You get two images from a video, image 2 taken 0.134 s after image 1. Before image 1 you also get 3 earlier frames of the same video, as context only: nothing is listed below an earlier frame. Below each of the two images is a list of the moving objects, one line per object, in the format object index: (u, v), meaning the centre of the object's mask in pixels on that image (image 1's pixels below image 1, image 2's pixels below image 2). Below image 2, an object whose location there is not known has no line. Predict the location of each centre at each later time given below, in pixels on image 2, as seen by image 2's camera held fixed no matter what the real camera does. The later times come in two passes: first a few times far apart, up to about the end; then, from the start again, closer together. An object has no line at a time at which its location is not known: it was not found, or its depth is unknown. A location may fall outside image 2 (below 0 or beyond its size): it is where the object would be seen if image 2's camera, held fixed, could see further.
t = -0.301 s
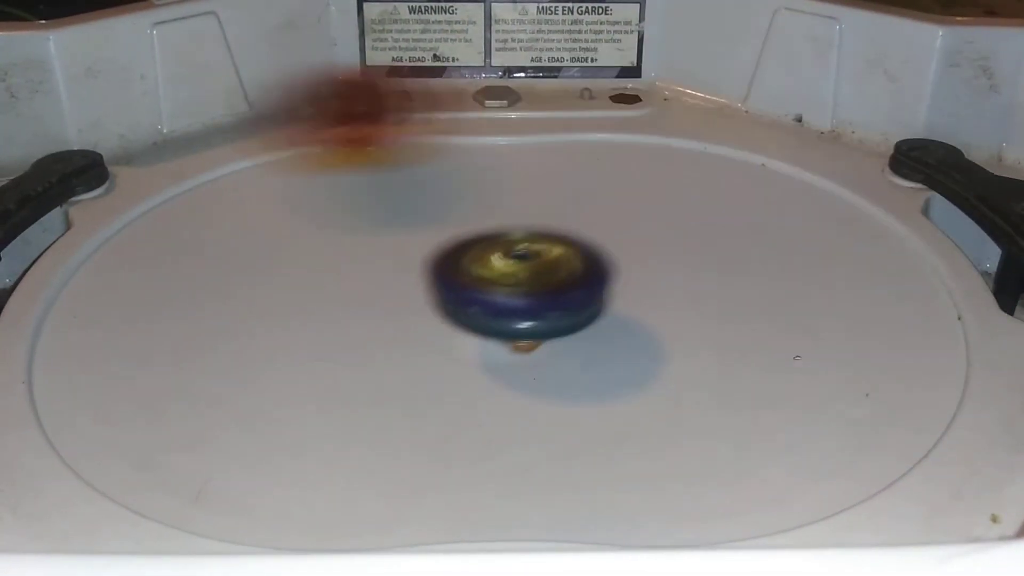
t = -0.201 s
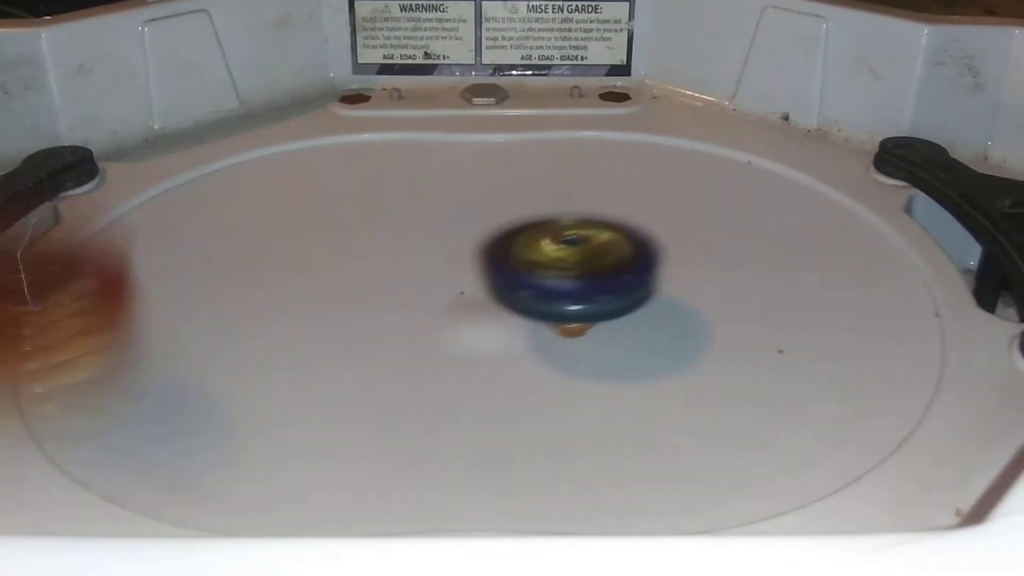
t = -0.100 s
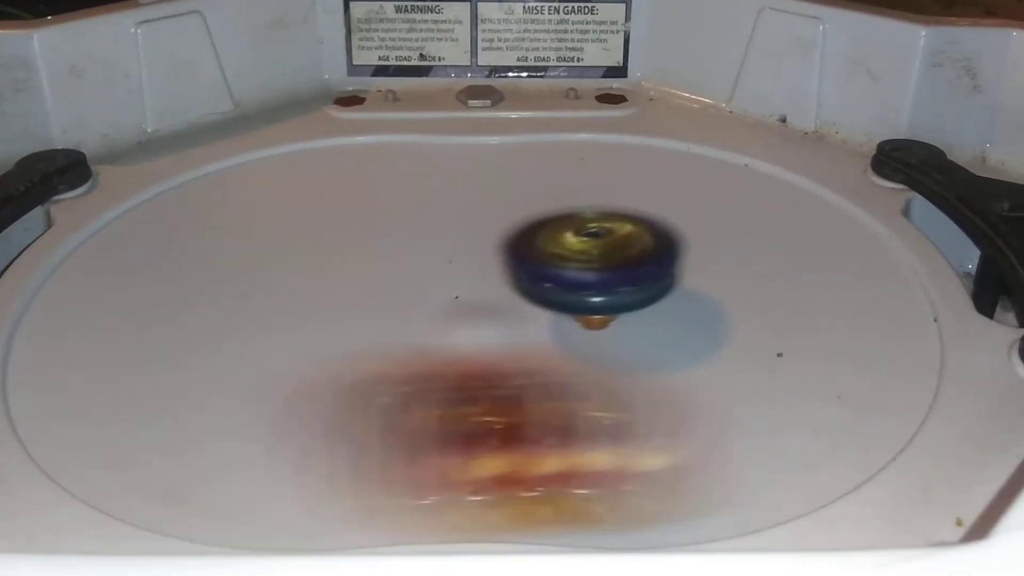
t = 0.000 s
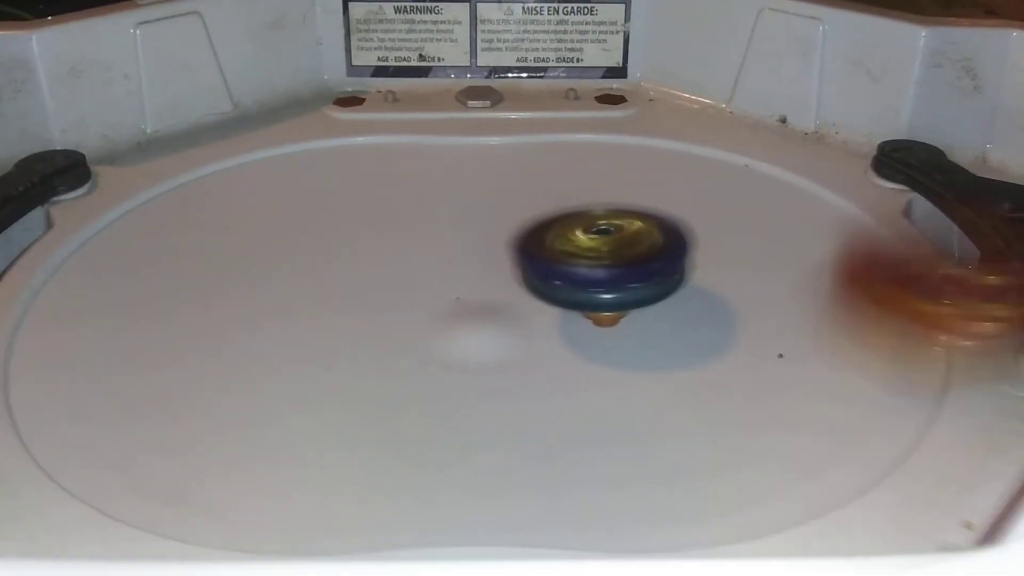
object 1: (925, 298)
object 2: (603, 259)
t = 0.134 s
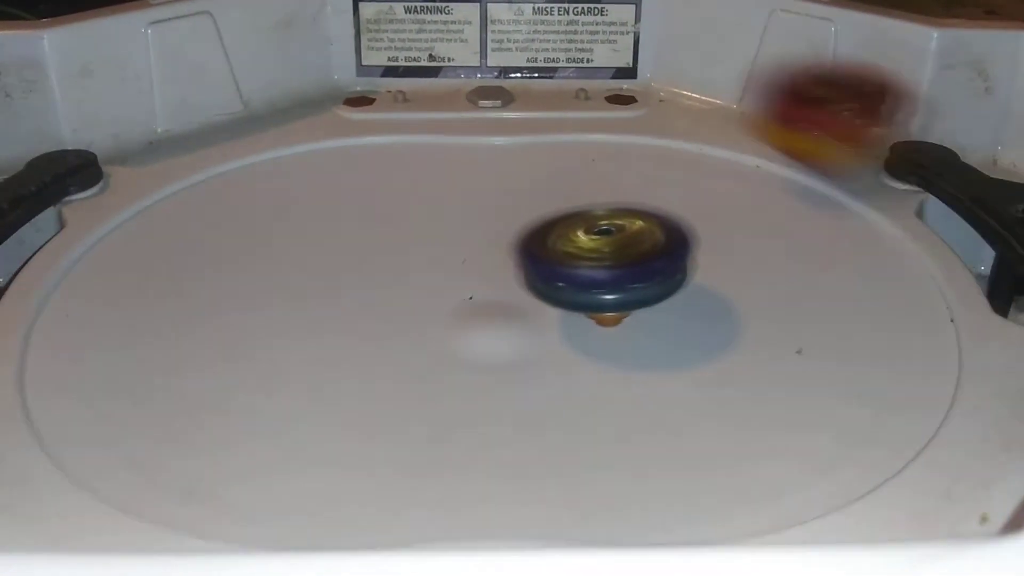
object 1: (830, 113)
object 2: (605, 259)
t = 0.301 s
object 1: (442, 105)
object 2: (591, 258)
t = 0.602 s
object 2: (569, 246)
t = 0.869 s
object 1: (894, 407)
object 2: (542, 237)
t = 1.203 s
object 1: (588, 103)
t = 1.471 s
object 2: (526, 244)
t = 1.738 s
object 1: (628, 434)
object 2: (474, 240)
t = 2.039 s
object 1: (720, 102)
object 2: (462, 242)
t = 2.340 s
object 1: (69, 237)
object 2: (446, 250)
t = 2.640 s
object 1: (853, 336)
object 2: (430, 271)
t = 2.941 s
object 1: (523, 104)
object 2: (445, 290)
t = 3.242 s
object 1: (228, 340)
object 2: (471, 298)
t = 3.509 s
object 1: (933, 297)
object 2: (506, 297)
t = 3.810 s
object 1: (516, 99)
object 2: (543, 288)
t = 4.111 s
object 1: (119, 383)
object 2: (571, 273)
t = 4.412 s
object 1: (849, 323)
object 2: (581, 260)
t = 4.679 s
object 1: (600, 137)
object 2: (571, 252)
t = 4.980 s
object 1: (137, 310)
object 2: (549, 243)
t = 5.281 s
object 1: (799, 382)
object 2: (529, 243)
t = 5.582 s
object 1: (650, 112)
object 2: (496, 242)
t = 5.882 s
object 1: (171, 208)
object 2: (454, 245)
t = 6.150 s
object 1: (522, 439)
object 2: (446, 251)
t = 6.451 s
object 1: (884, 187)
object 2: (432, 272)
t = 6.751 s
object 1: (433, 123)
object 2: (448, 291)
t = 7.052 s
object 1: (133, 381)
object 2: (479, 297)
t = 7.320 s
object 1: (764, 366)
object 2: (522, 293)
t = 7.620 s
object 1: (617, 126)
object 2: (546, 282)
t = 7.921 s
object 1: (200, 224)
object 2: (552, 270)
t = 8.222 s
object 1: (646, 416)
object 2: (550, 257)
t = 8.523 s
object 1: (806, 166)
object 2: (532, 246)
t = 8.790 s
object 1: (425, 140)
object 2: (518, 243)
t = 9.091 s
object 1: (209, 383)
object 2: (496, 242)
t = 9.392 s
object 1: (833, 353)
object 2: (452, 245)
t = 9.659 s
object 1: (689, 146)
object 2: (446, 251)
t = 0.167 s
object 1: (763, 96)
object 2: (601, 261)
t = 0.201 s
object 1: (695, 100)
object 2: (599, 261)
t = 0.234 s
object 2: (596, 260)
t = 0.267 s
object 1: (520, 97)
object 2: (593, 258)
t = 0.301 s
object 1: (442, 105)
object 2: (591, 258)
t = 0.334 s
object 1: (338, 115)
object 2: (587, 256)
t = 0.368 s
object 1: (247, 124)
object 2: (584, 255)
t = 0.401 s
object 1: (153, 139)
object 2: (582, 254)
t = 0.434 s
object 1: (70, 173)
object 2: (580, 253)
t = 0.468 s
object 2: (577, 252)
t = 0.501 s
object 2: (577, 250)
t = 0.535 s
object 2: (575, 248)
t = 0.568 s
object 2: (573, 246)
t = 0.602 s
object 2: (569, 246)
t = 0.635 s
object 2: (564, 244)
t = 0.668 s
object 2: (560, 244)
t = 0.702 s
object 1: (416, 459)
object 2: (556, 244)
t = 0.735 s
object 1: (533, 455)
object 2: (552, 244)
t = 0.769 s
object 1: (641, 452)
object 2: (549, 242)
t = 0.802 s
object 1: (739, 446)
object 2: (546, 241)
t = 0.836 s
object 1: (825, 435)
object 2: (544, 240)
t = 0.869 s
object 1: (894, 407)
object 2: (542, 237)
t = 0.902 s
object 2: (541, 235)
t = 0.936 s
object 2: (540, 234)
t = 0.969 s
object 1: (944, 272)
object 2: (540, 233)
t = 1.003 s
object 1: (945, 213)
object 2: (539, 232)
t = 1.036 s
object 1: (927, 172)
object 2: (540, 231)
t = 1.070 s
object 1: (888, 140)
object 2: (540, 231)
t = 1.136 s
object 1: (765, 100)
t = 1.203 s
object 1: (588, 103)
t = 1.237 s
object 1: (502, 98)
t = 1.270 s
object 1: (404, 104)
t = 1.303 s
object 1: (311, 115)
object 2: (530, 235)
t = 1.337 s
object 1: (221, 121)
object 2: (529, 237)
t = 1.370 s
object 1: (139, 144)
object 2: (530, 238)
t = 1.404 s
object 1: (73, 186)
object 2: (528, 240)
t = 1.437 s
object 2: (526, 242)
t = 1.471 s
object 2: (526, 244)
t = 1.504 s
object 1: (42, 349)
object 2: (523, 246)
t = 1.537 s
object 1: (73, 379)
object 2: (519, 247)
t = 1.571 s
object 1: (105, 409)
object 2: (513, 248)
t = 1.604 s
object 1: (170, 433)
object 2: (506, 247)
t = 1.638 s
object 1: (275, 445)
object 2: (498, 246)
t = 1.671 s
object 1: (392, 444)
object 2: (490, 244)
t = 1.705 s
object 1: (510, 436)
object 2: (482, 242)
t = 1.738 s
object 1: (628, 434)
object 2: (474, 240)
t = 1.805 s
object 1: (827, 371)
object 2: (461, 240)
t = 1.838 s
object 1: (892, 323)
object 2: (458, 242)
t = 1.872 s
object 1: (915, 277)
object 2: (458, 243)
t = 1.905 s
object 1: (927, 217)
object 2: (458, 244)
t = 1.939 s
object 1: (903, 182)
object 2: (458, 244)
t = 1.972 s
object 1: (857, 155)
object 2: (459, 243)
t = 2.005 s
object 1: (792, 123)
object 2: (460, 243)
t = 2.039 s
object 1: (720, 102)
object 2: (462, 242)
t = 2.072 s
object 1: (640, 95)
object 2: (465, 241)
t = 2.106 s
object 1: (547, 97)
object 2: (465, 242)
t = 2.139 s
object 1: (455, 112)
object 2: (462, 244)
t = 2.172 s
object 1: (362, 121)
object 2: (458, 245)
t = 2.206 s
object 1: (274, 123)
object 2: (454, 245)
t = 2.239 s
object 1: (195, 133)
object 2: (452, 246)
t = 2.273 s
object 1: (132, 159)
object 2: (451, 248)
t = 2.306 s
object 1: (88, 200)
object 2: (448, 249)
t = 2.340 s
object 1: (69, 237)
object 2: (446, 250)
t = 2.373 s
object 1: (67, 298)
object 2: (444, 251)
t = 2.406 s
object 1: (82, 361)
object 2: (442, 253)
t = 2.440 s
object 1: (129, 421)
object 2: (439, 255)
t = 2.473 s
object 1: (237, 444)
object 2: (437, 257)
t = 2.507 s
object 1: (391, 449)
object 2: (435, 260)
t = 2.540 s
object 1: (542, 439)
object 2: (433, 262)
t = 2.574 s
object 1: (688, 419)
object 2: (431, 265)
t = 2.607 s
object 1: (783, 383)
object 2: (430, 268)
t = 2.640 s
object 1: (853, 336)
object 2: (430, 271)
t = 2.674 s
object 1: (901, 288)
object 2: (429, 273)
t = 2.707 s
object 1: (926, 239)
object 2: (430, 276)
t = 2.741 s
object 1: (918, 190)
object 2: (430, 278)
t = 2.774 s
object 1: (872, 156)
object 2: (431, 281)
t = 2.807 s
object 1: (812, 135)
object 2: (433, 283)
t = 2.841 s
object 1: (749, 112)
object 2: (435, 284)
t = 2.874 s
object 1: (692, 100)
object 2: (438, 286)
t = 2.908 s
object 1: (608, 99)
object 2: (441, 288)
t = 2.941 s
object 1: (523, 104)
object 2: (445, 290)
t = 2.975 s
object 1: (461, 114)
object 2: (448, 293)
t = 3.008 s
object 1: (386, 125)
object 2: (452, 295)
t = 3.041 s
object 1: (331, 133)
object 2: (454, 295)
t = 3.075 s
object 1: (281, 150)
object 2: (457, 296)
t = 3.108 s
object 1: (238, 173)
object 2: (460, 297)
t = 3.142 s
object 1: (204, 208)
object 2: (463, 297)
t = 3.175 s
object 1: (187, 245)
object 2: (465, 297)
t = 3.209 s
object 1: (194, 293)
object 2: (468, 297)
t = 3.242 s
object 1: (228, 340)
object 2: (471, 298)
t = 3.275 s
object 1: (292, 381)
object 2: (474, 298)
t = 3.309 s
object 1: (376, 405)
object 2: (483, 294)
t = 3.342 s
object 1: (486, 414)
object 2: (480, 286)
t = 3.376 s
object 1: (606, 418)
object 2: (480, 295)
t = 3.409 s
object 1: (722, 406)
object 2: (490, 298)
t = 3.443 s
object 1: (814, 379)
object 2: (495, 298)
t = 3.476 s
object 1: (883, 344)
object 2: (500, 298)
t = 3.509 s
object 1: (933, 297)
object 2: (506, 297)
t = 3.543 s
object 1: (941, 246)
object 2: (511, 296)
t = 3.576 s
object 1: (914, 210)
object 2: (517, 296)
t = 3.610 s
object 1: (875, 175)
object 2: (522, 295)
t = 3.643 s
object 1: (828, 144)
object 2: (527, 294)
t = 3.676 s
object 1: (776, 124)
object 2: (531, 292)
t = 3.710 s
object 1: (718, 109)
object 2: (535, 291)
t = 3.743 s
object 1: (662, 99)
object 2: (539, 290)
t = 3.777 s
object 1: (595, 97)
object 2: (541, 289)
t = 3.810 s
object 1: (516, 99)
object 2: (543, 288)
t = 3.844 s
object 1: (446, 114)
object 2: (546, 287)
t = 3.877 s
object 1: (375, 131)
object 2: (548, 286)
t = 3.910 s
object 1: (310, 152)
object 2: (551, 284)
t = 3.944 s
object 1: (249, 177)
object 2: (555, 283)
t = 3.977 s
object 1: (198, 207)
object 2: (558, 281)
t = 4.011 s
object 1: (158, 244)
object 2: (562, 279)
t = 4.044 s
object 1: (131, 285)
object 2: (565, 277)
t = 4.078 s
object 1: (114, 338)
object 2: (569, 275)
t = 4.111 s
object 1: (119, 383)
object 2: (571, 273)
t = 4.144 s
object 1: (158, 434)
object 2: (574, 271)
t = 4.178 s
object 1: (248, 443)
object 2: (576, 269)
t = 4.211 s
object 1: (378, 446)
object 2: (578, 268)
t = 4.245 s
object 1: (492, 434)
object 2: (579, 267)
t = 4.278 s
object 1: (598, 422)
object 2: (579, 265)
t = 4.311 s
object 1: (690, 405)
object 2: (580, 264)
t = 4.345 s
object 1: (767, 385)
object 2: (581, 262)
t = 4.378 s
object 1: (819, 354)
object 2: (581, 261)
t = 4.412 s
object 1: (849, 323)
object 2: (581, 260)
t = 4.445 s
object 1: (859, 287)
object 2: (580, 259)
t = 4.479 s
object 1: (852, 253)
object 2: (580, 258)
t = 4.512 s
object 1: (831, 225)
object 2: (579, 257)
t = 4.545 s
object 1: (800, 198)
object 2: (578, 256)
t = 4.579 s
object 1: (757, 176)
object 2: (576, 256)
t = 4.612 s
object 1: (710, 159)
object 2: (574, 255)
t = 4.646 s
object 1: (660, 147)
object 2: (572, 254)
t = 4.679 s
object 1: (600, 137)
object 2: (571, 252)
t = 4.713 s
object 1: (539, 138)
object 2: (568, 251)
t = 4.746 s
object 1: (484, 140)
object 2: (567, 250)
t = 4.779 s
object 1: (416, 150)
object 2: (564, 250)
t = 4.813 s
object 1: (355, 165)
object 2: (563, 248)
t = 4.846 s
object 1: (297, 179)
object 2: (560, 247)
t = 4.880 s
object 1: (239, 203)
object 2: (557, 246)
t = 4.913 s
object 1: (197, 228)
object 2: (555, 245)
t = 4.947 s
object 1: (159, 266)
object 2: (551, 244)
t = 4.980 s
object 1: (137, 310)
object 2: (549, 243)
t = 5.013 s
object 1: (139, 356)
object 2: (547, 242)
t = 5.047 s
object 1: (169, 398)
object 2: (544, 241)
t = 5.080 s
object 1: (229, 430)
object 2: (542, 241)
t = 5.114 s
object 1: (314, 447)
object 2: (539, 241)
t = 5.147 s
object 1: (417, 445)
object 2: (537, 241)
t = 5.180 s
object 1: (529, 439)
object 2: (535, 241)
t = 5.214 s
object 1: (638, 434)
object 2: (533, 241)
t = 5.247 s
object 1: (732, 416)
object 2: (531, 242)
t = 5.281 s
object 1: (799, 382)
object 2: (529, 243)
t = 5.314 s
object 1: (840, 344)
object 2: (526, 244)
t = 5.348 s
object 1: (857, 305)
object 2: (522, 245)
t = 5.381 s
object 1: (854, 269)
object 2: (519, 245)
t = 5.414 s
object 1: (841, 233)
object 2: (515, 244)
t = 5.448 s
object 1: (817, 201)
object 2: (510, 244)
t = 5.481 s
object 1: (782, 171)
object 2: (506, 243)
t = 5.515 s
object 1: (741, 148)
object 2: (502, 242)
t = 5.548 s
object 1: (698, 127)
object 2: (499, 242)
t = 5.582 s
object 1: (650, 112)
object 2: (496, 242)
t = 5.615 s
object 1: (597, 102)
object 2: (493, 241)
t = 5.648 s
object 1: (538, 98)
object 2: (490, 241)
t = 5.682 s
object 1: (482, 100)
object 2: (487, 241)
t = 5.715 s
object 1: (423, 107)
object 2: (484, 242)
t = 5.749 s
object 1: (359, 116)
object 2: (480, 243)
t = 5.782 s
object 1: (307, 128)
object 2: (474, 244)
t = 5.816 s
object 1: (253, 151)
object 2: (468, 245)
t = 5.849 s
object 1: (208, 177)
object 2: (460, 245)
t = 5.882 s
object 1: (171, 208)
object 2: (454, 245)
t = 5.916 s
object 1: (145, 244)
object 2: (449, 245)
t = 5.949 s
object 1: (132, 288)
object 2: (447, 246)
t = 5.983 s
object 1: (141, 334)
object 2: (446, 246)
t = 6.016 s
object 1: (170, 378)
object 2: (447, 247)
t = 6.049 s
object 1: (227, 411)
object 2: (448, 248)
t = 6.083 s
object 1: (309, 433)
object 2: (448, 249)
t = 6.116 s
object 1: (410, 439)
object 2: (447, 250)
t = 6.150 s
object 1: (522, 439)
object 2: (446, 251)
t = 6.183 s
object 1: (637, 440)
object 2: (444, 253)
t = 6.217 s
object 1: (733, 428)
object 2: (442, 255)
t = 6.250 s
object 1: (813, 402)
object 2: (440, 256)
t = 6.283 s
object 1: (874, 369)
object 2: (438, 258)
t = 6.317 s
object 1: (910, 333)
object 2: (437, 260)
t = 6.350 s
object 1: (923, 295)
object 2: (435, 263)
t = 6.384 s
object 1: (927, 254)
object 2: (434, 265)
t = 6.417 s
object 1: (910, 216)
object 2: (433, 269)
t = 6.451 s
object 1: (884, 187)
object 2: (432, 272)
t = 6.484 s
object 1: (853, 162)
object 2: (431, 275)
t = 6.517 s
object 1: (809, 139)
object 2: (430, 278)
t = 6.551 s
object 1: (762, 122)
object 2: (430, 280)
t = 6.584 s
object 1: (712, 110)
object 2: (431, 282)
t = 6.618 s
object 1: (661, 104)
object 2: (434, 283)
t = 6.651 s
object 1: (606, 102)
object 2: (436, 285)
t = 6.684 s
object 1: (547, 105)
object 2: (440, 286)
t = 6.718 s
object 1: (491, 111)
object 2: (444, 288)
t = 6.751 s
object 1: (433, 123)
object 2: (448, 291)
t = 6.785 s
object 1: (374, 131)
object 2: (452, 293)
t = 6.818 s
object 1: (320, 146)
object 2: (455, 294)
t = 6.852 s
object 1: (271, 166)
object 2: (459, 296)
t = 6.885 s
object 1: (225, 191)
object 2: (462, 297)
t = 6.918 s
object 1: (185, 221)
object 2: (465, 296)
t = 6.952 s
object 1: (151, 253)
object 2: (468, 297)
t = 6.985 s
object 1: (128, 295)
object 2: (471, 297)
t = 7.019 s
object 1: (120, 340)
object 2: (475, 297)
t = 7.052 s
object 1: (133, 381)
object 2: (479, 297)
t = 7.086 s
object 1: (172, 418)
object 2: (484, 296)
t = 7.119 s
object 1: (242, 445)
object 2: (489, 297)
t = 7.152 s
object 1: (332, 453)
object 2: (495, 296)
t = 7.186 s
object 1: (440, 447)
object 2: (501, 296)
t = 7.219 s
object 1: (547, 432)
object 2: (505, 292)
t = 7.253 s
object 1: (636, 419)
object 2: (509, 292)
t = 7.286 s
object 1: (709, 397)
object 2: (517, 294)
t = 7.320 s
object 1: (764, 366)
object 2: (522, 293)
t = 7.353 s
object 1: (794, 331)
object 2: (527, 291)
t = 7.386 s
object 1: (810, 295)
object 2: (531, 290)
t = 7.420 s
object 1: (809, 261)
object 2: (535, 289)
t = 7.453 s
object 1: (796, 229)
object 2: (538, 288)
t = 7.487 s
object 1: (772, 200)
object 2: (540, 287)
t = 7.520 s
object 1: (744, 176)
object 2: (542, 285)
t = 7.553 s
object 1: (707, 156)
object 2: (543, 284)
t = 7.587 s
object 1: (666, 138)
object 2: (544, 283)
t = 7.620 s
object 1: (617, 126)
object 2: (546, 282)
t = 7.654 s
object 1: (570, 119)
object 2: (546, 281)
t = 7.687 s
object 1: (517, 115)
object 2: (547, 280)
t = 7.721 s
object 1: (465, 118)
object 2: (549, 278)
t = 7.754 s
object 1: (411, 124)
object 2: (549, 277)
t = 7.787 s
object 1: (359, 129)
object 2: (550, 276)
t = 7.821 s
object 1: (310, 145)
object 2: (551, 274)
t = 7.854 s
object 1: (264, 166)
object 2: (551, 273)
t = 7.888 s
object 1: (229, 193)
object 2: (552, 272)
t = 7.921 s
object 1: (200, 224)
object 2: (552, 270)
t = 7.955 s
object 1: (184, 258)
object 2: (553, 268)
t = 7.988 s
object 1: (183, 294)
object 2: (553, 267)
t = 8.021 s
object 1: (201, 335)
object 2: (553, 265)
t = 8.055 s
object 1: (242, 372)
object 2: (553, 264)
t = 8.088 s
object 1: (299, 396)
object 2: (553, 263)
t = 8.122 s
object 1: (370, 412)
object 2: (552, 261)
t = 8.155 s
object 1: (458, 415)
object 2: (552, 259)
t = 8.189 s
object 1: (553, 418)
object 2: (551, 258)
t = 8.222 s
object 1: (646, 416)
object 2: (550, 257)
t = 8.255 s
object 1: (728, 404)
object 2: (548, 256)
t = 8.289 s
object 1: (790, 380)
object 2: (546, 255)
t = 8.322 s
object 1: (837, 349)
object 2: (544, 253)
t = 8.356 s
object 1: (868, 315)
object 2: (542, 252)
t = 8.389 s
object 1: (880, 282)
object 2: (540, 251)
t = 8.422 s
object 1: (877, 250)
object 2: (538, 250)
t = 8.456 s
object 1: (867, 217)
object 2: (536, 249)
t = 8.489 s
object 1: (843, 190)
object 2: (534, 247)
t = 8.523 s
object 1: (806, 166)
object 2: (532, 246)
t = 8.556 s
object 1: (777, 147)
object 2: (530, 245)
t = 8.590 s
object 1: (730, 131)
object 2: (529, 245)
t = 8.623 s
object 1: (683, 121)
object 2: (527, 244)
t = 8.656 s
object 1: (630, 117)
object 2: (525, 244)
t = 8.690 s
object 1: (581, 116)
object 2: (523, 244)
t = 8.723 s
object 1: (529, 119)
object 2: (521, 243)
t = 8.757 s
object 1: (478, 126)
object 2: (520, 243)
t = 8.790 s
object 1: (425, 140)
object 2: (518, 243)
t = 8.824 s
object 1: (376, 154)
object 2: (515, 243)
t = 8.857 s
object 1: (329, 170)
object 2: (513, 242)
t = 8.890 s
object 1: (284, 192)
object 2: (512, 242)
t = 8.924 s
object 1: (250, 214)
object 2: (509, 242)
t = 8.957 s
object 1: (219, 242)
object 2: (507, 242)
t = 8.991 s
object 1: (195, 274)
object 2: (505, 242)
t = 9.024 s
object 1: (183, 311)
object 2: (502, 242)
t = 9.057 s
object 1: (185, 346)
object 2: (499, 242)
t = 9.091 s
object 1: (209, 383)
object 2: (496, 242)
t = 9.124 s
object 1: (256, 415)
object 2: (493, 242)
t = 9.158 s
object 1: (325, 432)
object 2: (488, 242)
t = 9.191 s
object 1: (403, 435)
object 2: (484, 242)
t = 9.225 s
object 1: (491, 438)
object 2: (478, 242)
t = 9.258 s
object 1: (590, 439)
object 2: (473, 243)
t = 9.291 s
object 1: (676, 429)
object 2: (467, 244)
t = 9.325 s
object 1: (743, 412)
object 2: (459, 245)
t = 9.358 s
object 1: (798, 386)
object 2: (455, 245)
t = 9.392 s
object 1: (833, 353)
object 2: (452, 245)
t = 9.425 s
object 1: (847, 318)
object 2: (450, 245)
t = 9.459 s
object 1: (849, 286)
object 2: (449, 246)
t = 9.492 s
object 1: (840, 256)
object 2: (450, 246)
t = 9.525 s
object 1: (819, 226)
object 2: (450, 246)
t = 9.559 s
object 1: (796, 202)
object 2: (450, 247)
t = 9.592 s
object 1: (760, 179)
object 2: (449, 248)
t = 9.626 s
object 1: (723, 161)
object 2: (448, 249)
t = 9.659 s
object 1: (689, 146)
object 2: (446, 251)
